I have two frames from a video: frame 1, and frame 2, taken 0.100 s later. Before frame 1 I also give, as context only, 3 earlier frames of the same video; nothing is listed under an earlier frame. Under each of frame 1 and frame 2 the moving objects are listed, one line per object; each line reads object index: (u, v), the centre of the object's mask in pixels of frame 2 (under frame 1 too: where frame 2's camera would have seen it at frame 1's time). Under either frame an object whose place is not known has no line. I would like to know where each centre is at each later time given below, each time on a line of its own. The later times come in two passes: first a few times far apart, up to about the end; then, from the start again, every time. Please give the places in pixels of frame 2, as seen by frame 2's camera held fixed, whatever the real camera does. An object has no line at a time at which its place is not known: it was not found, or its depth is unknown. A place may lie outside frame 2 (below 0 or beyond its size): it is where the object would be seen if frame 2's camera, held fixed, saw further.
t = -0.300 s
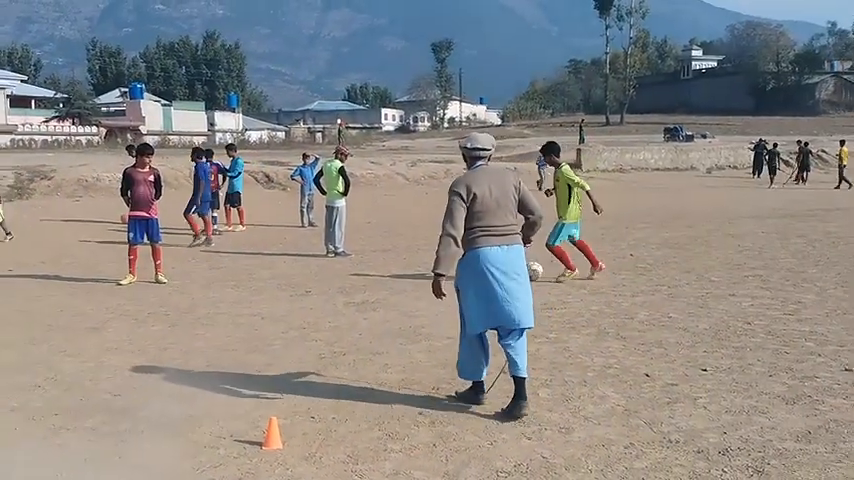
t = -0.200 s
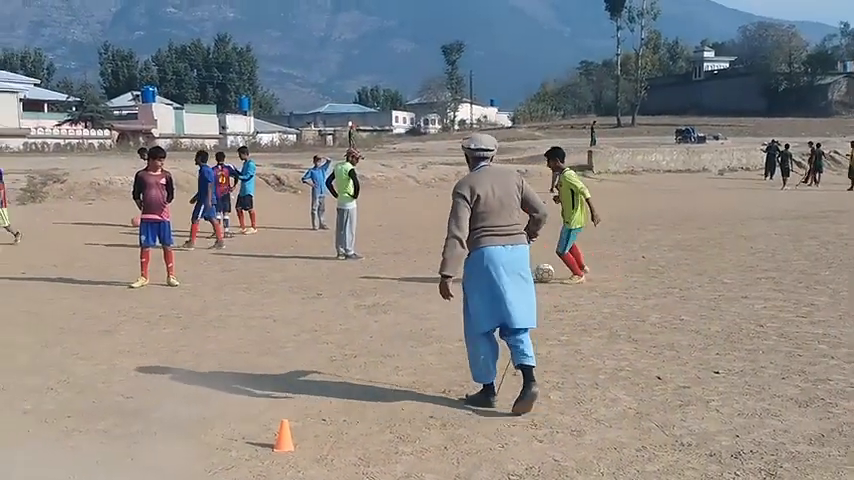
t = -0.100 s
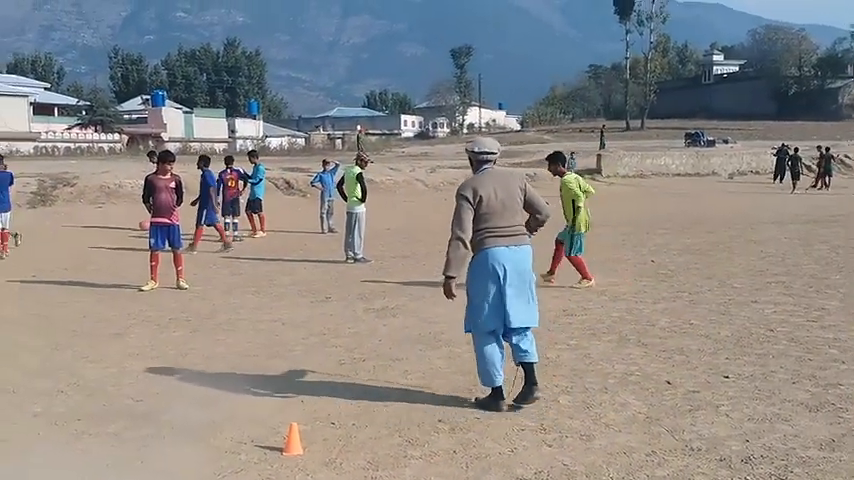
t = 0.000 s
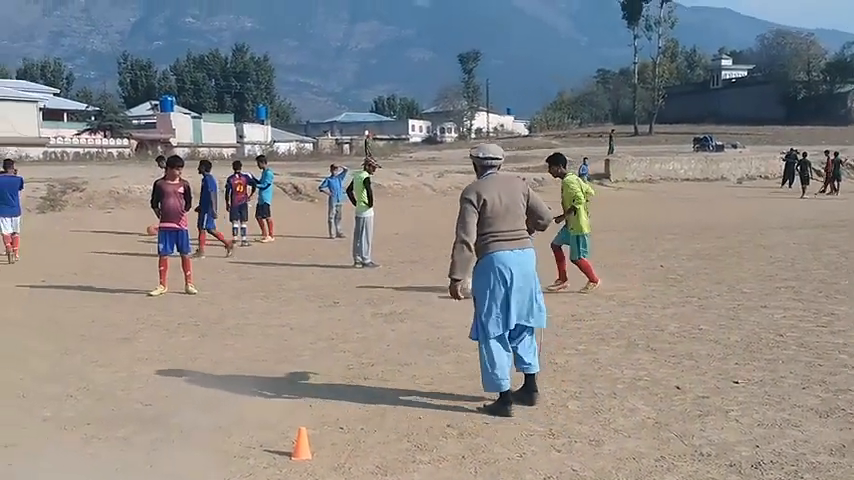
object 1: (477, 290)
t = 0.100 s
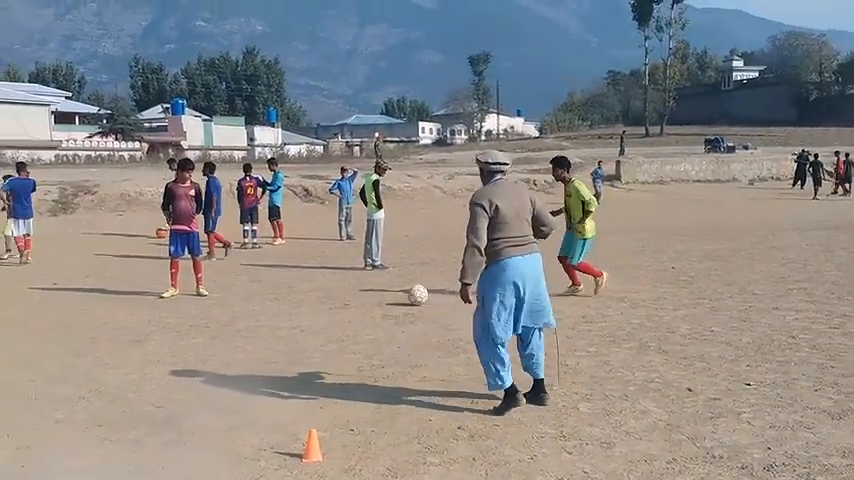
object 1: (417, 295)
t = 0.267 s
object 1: (316, 302)
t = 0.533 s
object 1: (169, 315)
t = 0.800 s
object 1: (32, 327)
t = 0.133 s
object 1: (397, 296)
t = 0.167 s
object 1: (375, 298)
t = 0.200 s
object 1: (354, 301)
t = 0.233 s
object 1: (335, 301)
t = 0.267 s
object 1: (316, 302)
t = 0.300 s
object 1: (296, 303)
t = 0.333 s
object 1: (276, 305)
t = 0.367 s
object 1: (257, 308)
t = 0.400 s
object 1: (239, 308)
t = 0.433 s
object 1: (222, 309)
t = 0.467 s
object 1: (204, 311)
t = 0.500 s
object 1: (186, 313)
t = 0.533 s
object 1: (169, 315)
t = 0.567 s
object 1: (152, 317)
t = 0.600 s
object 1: (136, 317)
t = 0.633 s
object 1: (119, 316)
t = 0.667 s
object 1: (101, 316)
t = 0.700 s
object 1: (84, 318)
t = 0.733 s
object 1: (67, 321)
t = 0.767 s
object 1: (50, 325)
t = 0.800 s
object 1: (32, 327)
